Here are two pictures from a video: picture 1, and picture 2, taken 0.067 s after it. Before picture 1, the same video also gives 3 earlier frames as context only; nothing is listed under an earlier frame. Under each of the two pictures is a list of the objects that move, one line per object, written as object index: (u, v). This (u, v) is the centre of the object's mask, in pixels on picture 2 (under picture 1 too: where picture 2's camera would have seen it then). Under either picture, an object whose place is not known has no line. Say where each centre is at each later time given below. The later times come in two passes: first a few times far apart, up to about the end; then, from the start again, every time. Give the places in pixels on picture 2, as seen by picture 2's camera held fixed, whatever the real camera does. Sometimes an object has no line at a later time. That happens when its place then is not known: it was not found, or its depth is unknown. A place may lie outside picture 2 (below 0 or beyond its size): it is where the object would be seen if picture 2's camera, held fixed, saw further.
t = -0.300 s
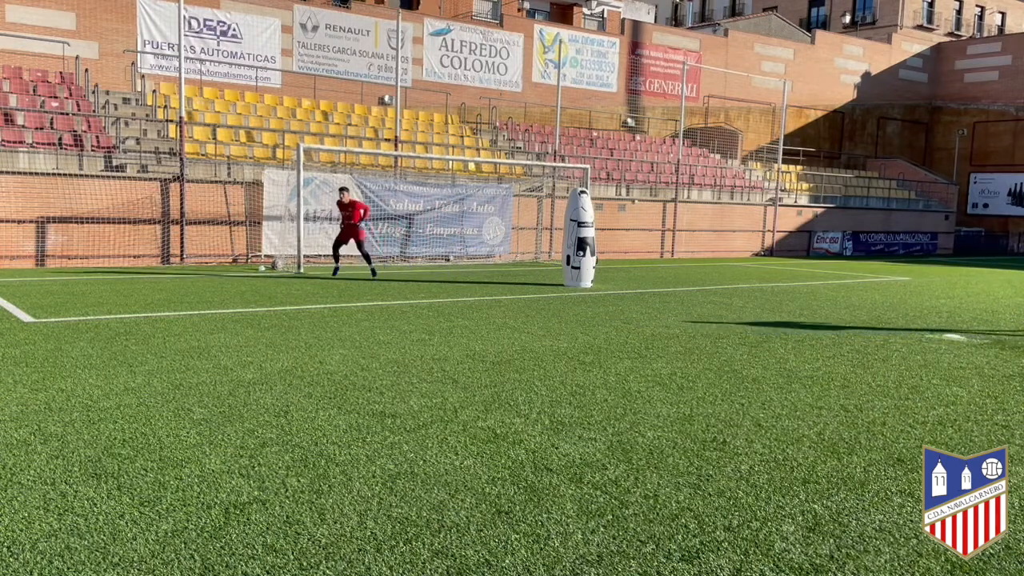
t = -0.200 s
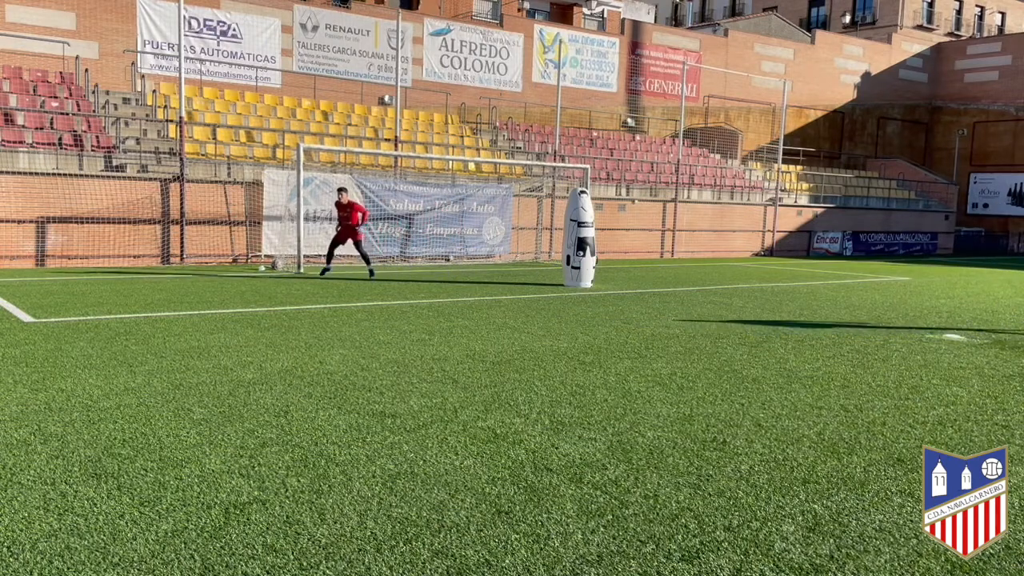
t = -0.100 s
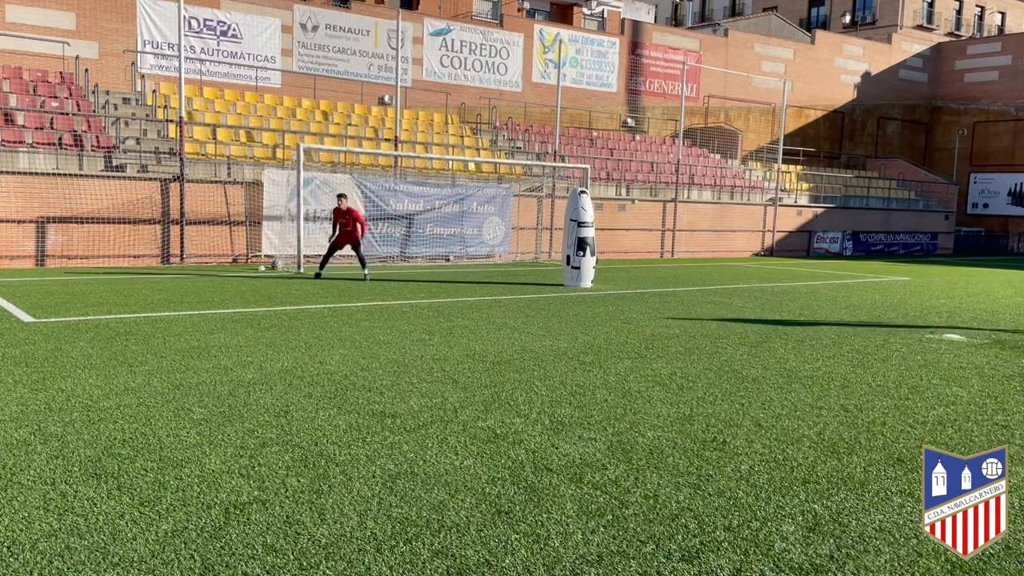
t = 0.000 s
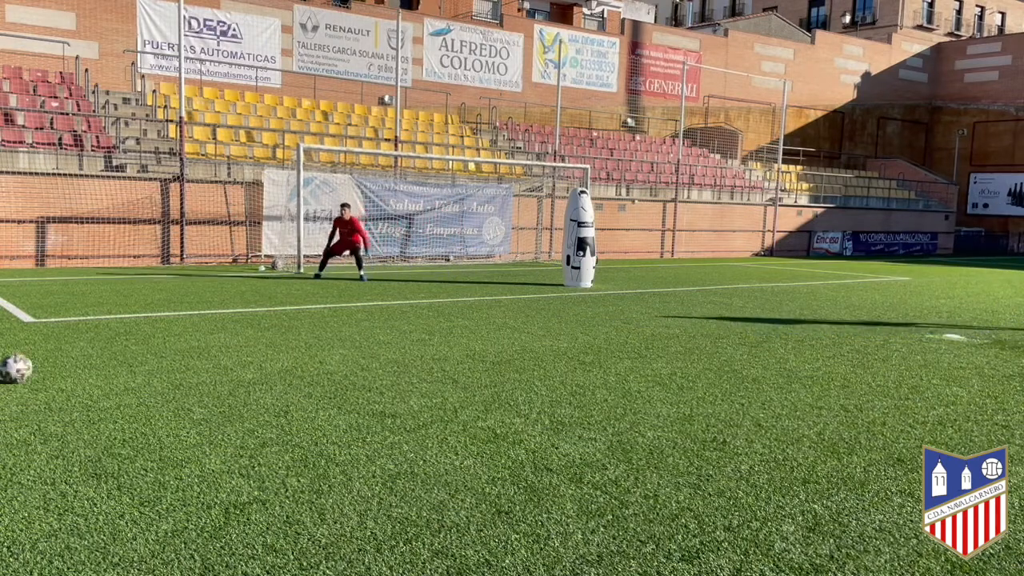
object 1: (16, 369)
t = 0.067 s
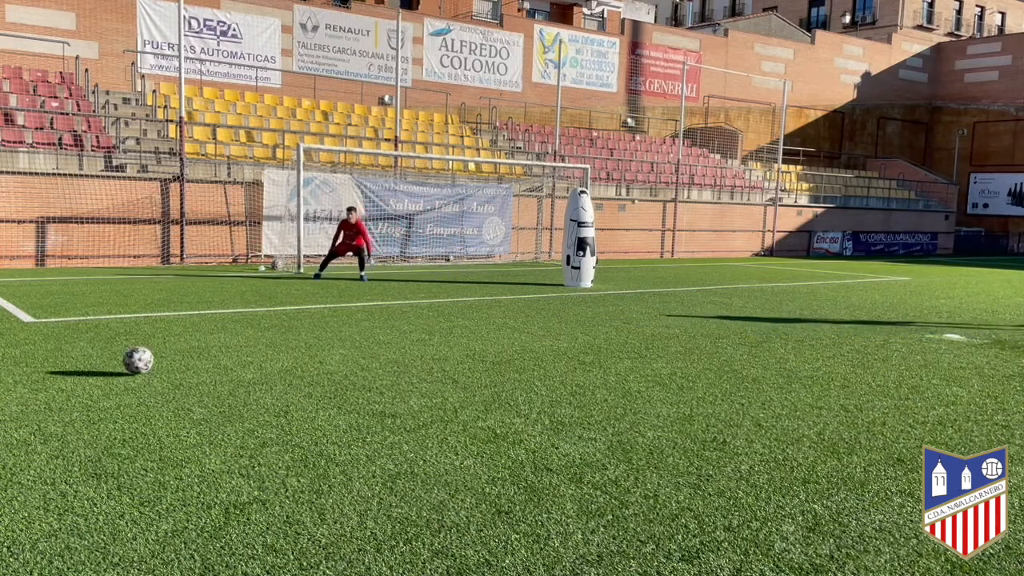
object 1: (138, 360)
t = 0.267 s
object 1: (414, 347)
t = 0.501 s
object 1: (621, 333)
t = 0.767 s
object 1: (785, 326)
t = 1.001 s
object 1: (882, 321)
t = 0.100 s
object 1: (193, 358)
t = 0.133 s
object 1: (244, 356)
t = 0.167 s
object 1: (291, 352)
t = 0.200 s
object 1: (334, 349)
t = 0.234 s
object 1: (375, 348)
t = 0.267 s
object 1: (414, 347)
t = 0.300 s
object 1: (448, 343)
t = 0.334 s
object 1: (481, 341)
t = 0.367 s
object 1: (512, 339)
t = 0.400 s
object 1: (542, 339)
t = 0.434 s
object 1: (571, 338)
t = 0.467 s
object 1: (597, 335)
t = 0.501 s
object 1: (621, 333)
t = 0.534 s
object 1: (646, 332)
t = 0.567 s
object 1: (669, 332)
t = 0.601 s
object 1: (691, 331)
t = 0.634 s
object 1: (711, 330)
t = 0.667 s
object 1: (731, 329)
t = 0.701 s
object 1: (750, 328)
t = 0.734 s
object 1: (768, 327)
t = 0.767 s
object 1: (785, 326)
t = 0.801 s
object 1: (801, 326)
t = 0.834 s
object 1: (816, 325)
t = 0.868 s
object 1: (830, 324)
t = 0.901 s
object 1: (844, 323)
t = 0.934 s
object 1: (858, 323)
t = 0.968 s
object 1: (871, 322)
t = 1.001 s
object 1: (882, 321)
